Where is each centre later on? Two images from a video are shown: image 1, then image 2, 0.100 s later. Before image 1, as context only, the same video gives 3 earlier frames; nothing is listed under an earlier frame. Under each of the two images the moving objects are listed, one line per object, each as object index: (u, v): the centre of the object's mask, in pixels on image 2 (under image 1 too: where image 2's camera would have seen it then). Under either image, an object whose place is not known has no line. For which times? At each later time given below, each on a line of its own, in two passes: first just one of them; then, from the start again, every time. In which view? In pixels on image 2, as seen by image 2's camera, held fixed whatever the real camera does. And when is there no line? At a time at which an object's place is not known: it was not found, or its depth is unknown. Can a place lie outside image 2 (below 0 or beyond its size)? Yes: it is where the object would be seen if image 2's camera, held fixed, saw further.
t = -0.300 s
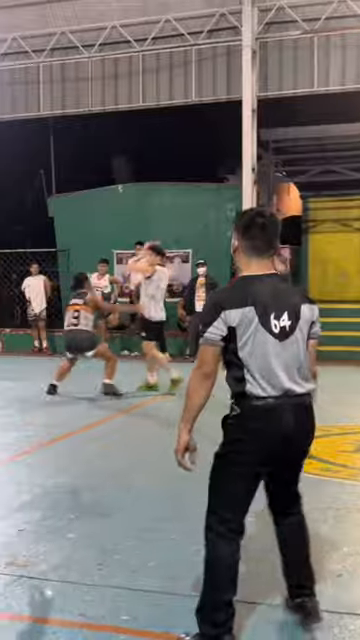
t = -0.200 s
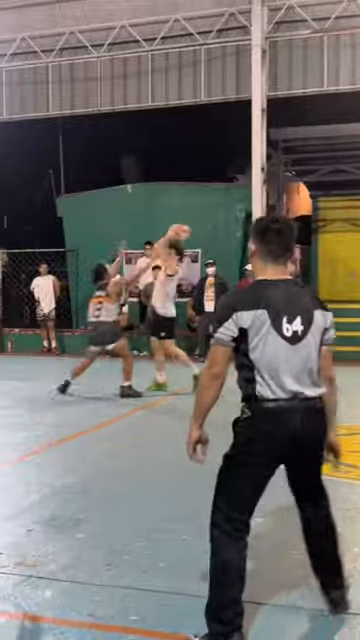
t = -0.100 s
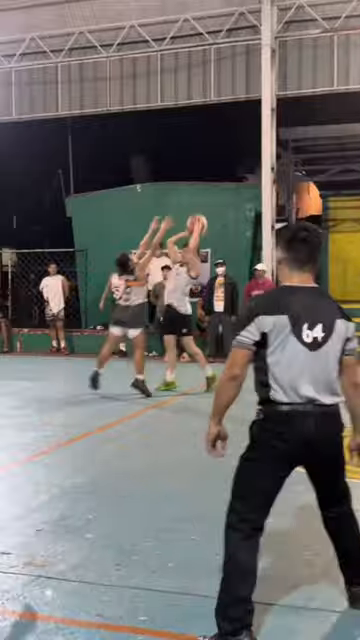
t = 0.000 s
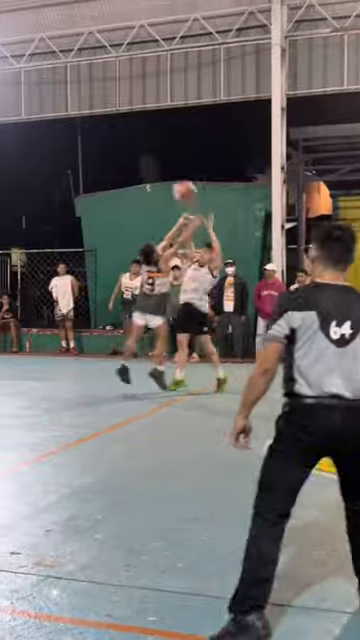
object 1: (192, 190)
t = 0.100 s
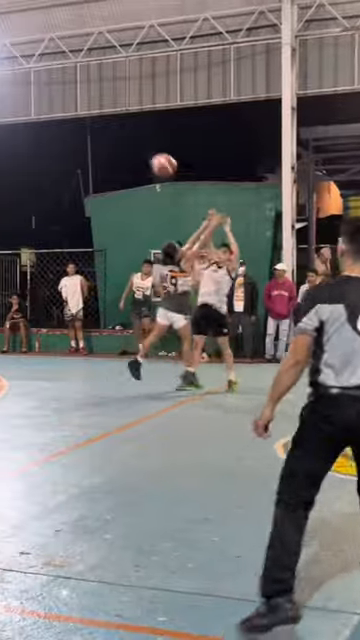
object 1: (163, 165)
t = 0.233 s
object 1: (117, 140)
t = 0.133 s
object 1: (153, 158)
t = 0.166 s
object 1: (141, 151)
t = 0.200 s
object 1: (129, 145)
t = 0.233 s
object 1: (117, 140)
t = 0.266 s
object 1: (103, 136)
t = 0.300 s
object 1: (89, 133)
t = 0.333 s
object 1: (75, 133)
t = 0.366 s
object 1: (59, 134)
